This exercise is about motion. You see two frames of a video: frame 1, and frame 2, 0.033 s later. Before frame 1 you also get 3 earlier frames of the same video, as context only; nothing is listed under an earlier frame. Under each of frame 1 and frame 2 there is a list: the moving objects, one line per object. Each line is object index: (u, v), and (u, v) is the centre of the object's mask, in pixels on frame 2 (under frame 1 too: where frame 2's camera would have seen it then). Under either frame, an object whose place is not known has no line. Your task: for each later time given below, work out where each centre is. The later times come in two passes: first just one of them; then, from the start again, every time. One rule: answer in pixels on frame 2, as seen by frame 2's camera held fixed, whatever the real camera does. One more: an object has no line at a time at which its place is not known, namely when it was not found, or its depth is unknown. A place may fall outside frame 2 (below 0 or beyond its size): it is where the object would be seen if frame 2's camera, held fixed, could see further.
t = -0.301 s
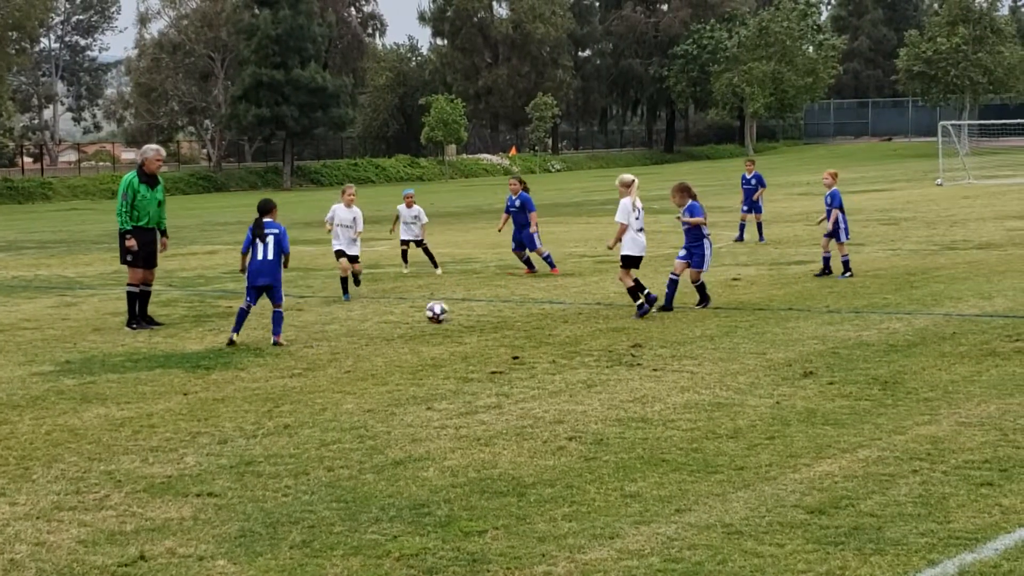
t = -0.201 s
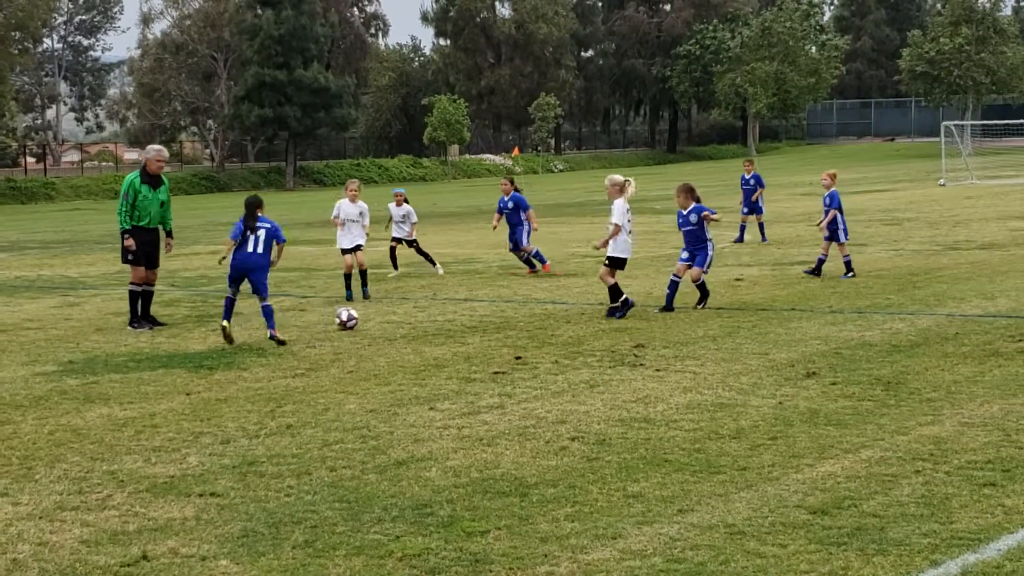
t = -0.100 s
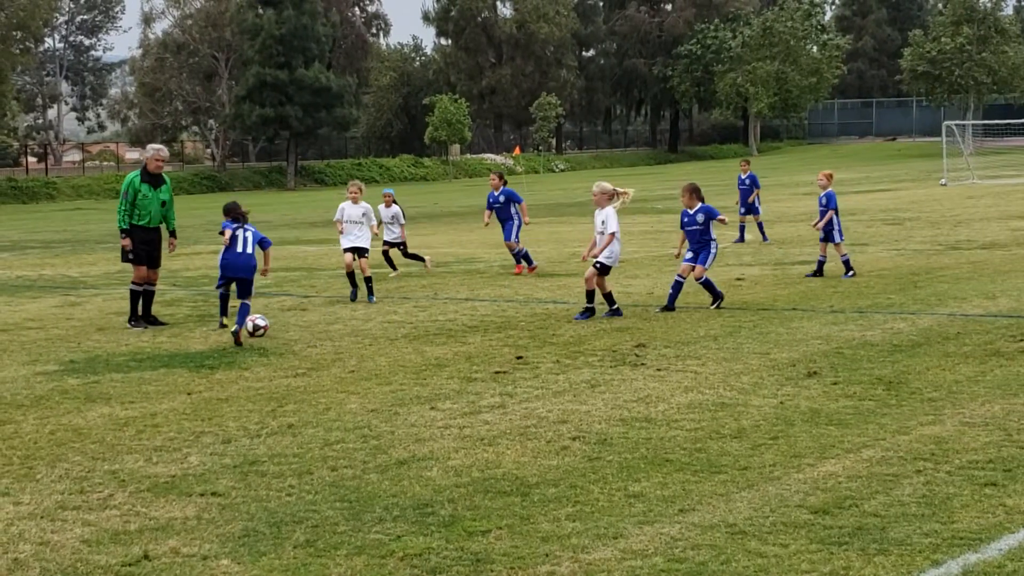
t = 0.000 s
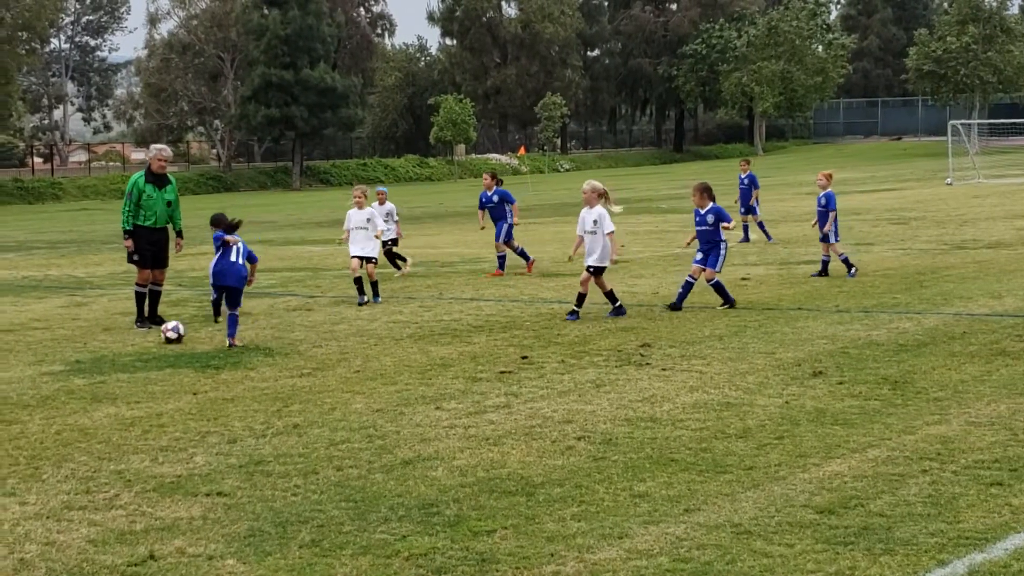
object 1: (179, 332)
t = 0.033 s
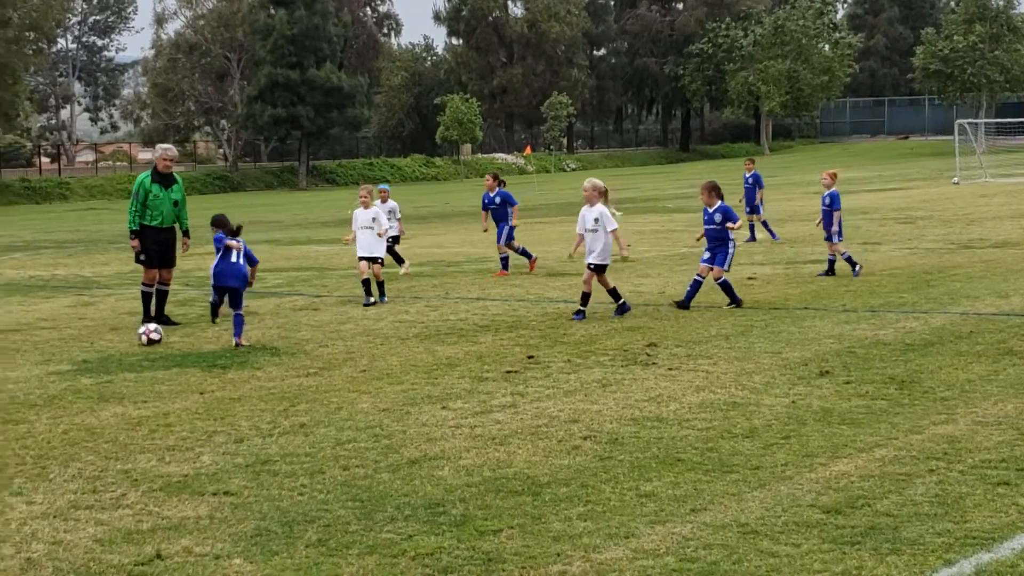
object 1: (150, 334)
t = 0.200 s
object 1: (11, 342)
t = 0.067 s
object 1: (122, 335)
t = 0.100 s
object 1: (94, 337)
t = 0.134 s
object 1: (66, 340)
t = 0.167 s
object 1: (38, 341)
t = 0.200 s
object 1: (11, 342)
